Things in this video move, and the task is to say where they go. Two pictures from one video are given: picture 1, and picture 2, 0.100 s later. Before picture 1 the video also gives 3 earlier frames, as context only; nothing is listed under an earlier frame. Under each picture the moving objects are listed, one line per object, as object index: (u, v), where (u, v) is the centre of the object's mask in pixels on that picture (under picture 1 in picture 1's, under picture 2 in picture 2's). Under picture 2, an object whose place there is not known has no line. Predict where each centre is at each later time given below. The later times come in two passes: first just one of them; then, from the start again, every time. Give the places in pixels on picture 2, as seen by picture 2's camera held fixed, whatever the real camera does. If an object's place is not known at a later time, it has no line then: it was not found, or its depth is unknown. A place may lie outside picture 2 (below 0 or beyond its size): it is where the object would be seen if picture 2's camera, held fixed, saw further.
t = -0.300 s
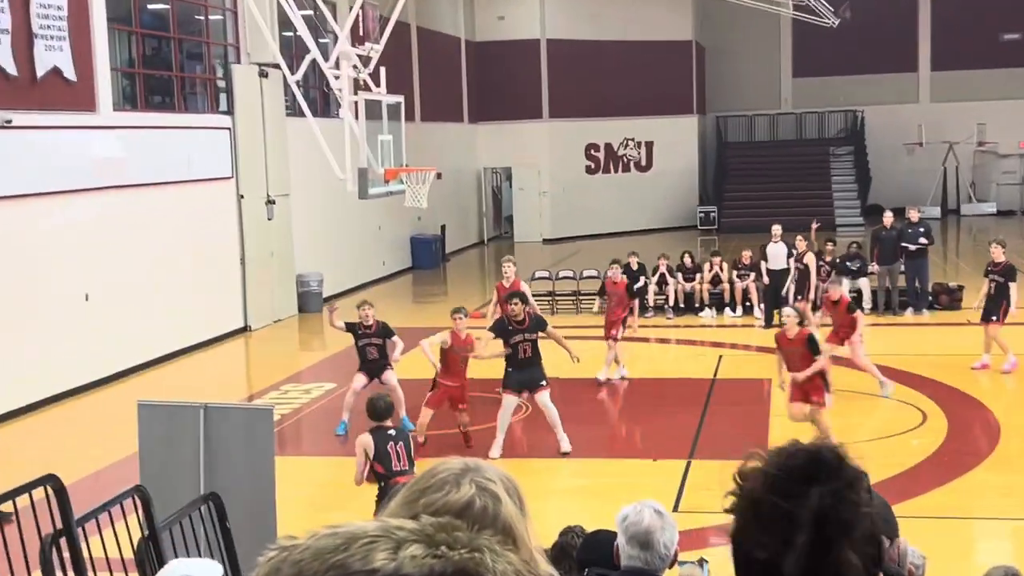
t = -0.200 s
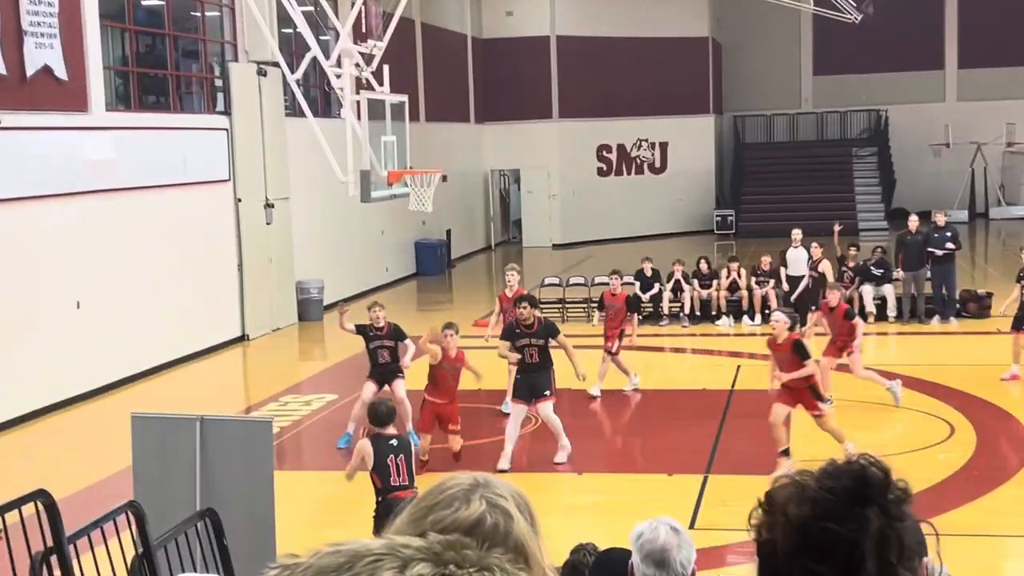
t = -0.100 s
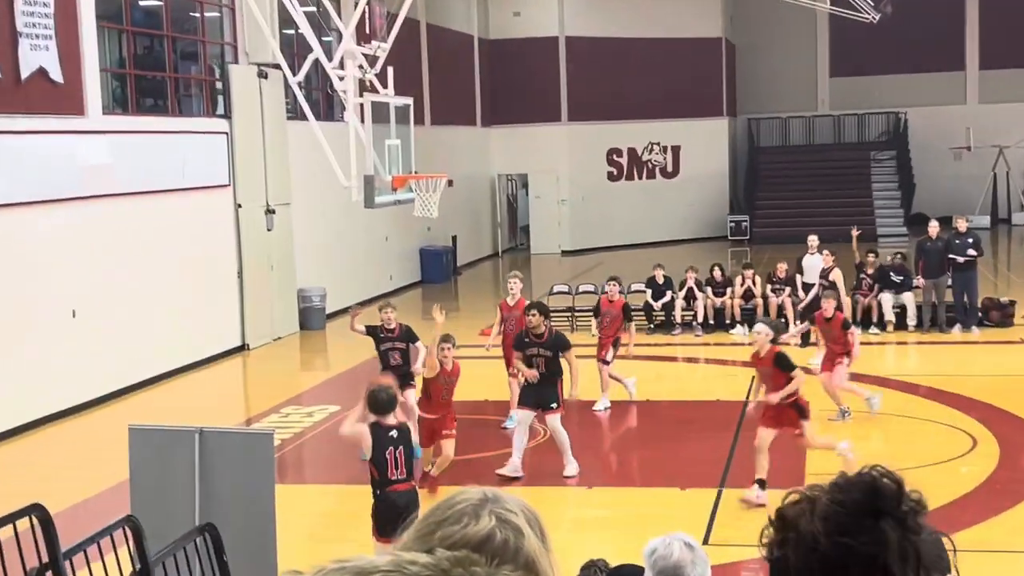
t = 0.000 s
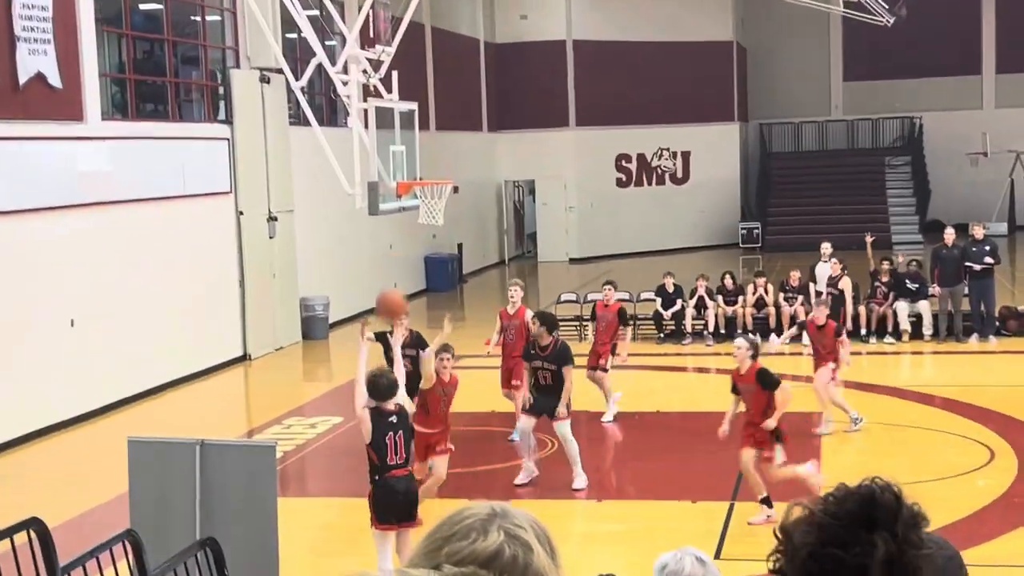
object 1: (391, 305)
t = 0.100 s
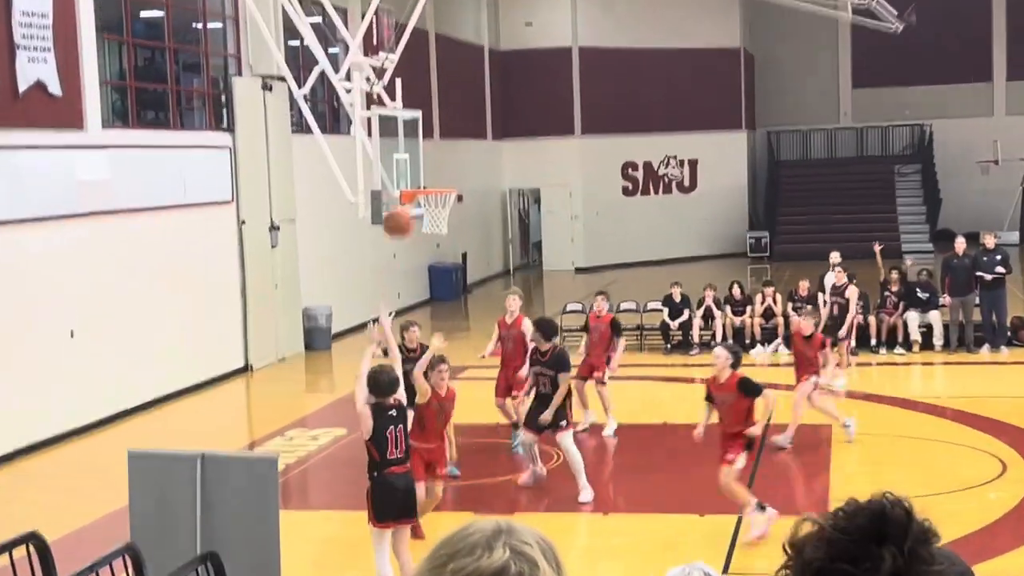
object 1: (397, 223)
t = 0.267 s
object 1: (404, 110)
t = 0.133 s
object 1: (399, 196)
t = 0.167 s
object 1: (400, 170)
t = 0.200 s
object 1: (401, 148)
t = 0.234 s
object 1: (403, 128)
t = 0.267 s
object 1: (404, 110)
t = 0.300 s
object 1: (405, 92)
